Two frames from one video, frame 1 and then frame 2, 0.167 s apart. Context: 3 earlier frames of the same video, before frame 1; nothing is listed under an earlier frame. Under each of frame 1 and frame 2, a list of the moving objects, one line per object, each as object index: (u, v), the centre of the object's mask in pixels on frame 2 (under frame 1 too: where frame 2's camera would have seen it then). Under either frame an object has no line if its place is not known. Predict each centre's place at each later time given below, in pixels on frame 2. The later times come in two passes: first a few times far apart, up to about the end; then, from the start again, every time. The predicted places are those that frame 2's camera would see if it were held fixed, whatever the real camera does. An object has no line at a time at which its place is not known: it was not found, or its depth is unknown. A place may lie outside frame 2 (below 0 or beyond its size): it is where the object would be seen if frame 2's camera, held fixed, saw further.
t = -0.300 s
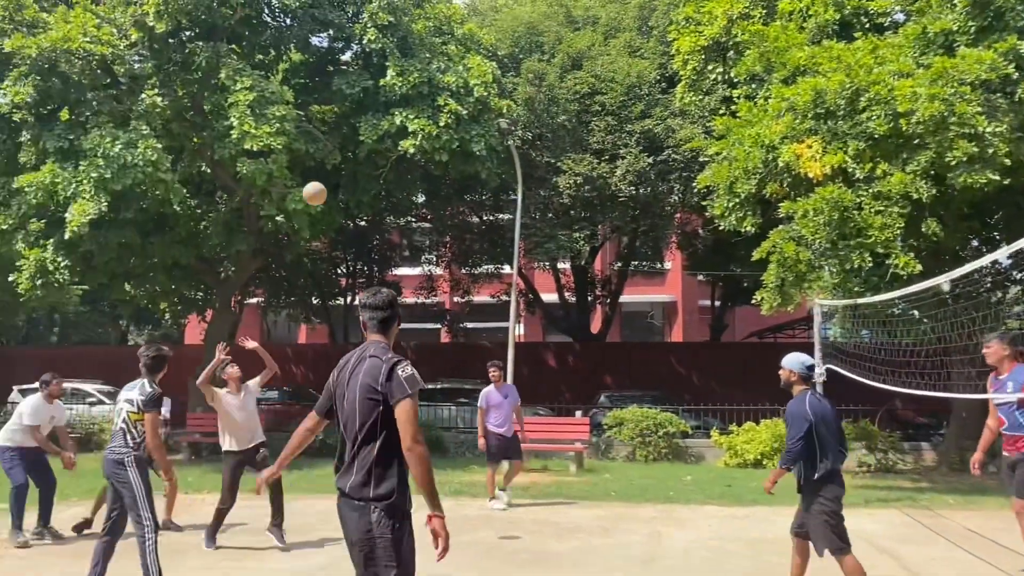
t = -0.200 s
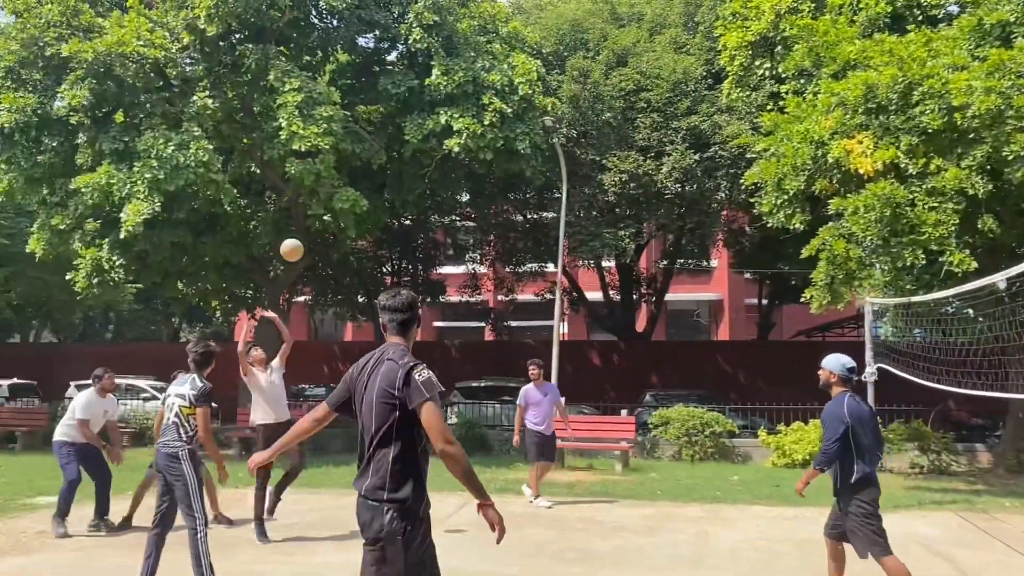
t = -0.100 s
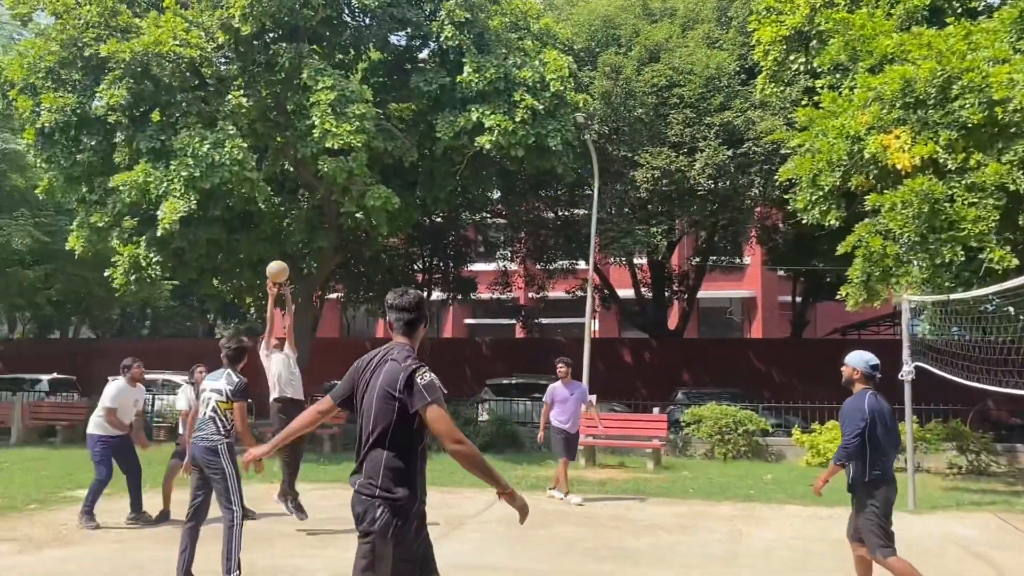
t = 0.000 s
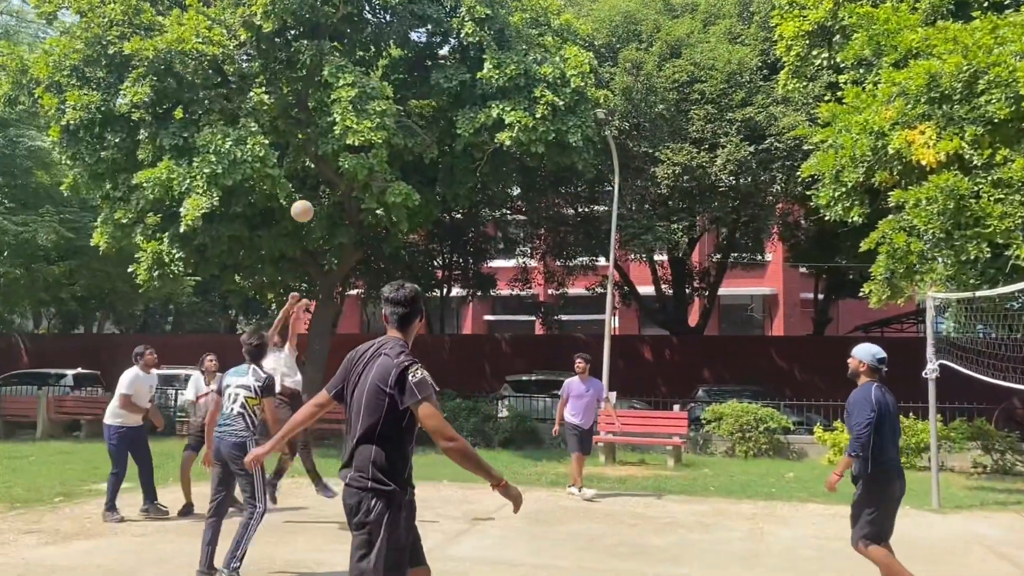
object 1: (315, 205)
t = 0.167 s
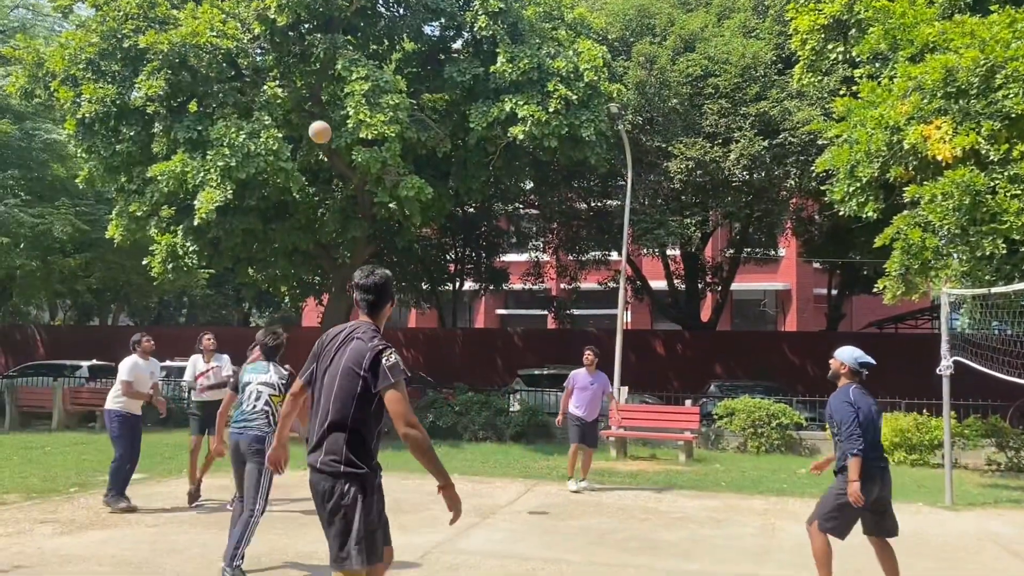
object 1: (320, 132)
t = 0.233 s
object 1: (321, 110)
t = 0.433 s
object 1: (323, 71)
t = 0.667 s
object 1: (325, 76)
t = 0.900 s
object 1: (324, 138)
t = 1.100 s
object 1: (321, 240)
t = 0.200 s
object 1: (321, 121)
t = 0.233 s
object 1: (321, 110)
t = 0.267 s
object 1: (322, 101)
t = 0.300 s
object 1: (322, 93)
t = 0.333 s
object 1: (323, 86)
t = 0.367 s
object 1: (323, 79)
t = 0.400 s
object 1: (323, 75)
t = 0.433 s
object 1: (323, 71)
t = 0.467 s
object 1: (323, 68)
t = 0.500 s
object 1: (324, 67)
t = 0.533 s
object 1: (324, 67)
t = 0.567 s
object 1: (324, 67)
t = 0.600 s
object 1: (325, 69)
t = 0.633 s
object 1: (325, 72)
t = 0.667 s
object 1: (325, 76)
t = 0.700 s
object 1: (325, 81)
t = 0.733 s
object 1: (325, 88)
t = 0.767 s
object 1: (324, 95)
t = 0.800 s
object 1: (324, 104)
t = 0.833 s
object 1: (324, 114)
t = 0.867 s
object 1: (324, 126)
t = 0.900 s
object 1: (324, 138)
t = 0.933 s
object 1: (323, 152)
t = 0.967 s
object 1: (323, 167)
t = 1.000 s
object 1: (323, 184)
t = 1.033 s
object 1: (322, 201)
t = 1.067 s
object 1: (322, 220)
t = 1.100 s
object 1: (321, 240)
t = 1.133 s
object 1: (321, 261)
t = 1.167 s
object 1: (320, 284)
